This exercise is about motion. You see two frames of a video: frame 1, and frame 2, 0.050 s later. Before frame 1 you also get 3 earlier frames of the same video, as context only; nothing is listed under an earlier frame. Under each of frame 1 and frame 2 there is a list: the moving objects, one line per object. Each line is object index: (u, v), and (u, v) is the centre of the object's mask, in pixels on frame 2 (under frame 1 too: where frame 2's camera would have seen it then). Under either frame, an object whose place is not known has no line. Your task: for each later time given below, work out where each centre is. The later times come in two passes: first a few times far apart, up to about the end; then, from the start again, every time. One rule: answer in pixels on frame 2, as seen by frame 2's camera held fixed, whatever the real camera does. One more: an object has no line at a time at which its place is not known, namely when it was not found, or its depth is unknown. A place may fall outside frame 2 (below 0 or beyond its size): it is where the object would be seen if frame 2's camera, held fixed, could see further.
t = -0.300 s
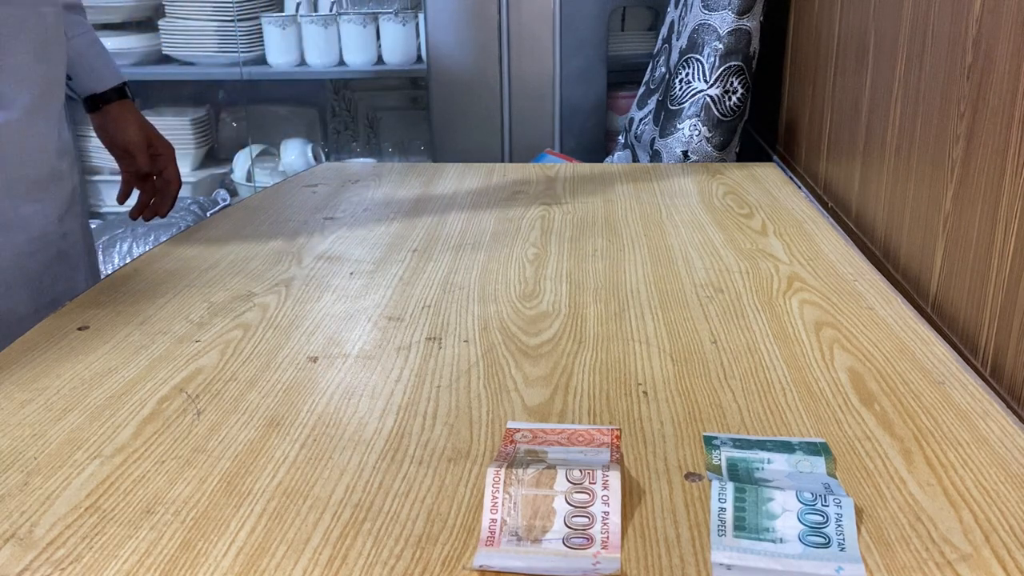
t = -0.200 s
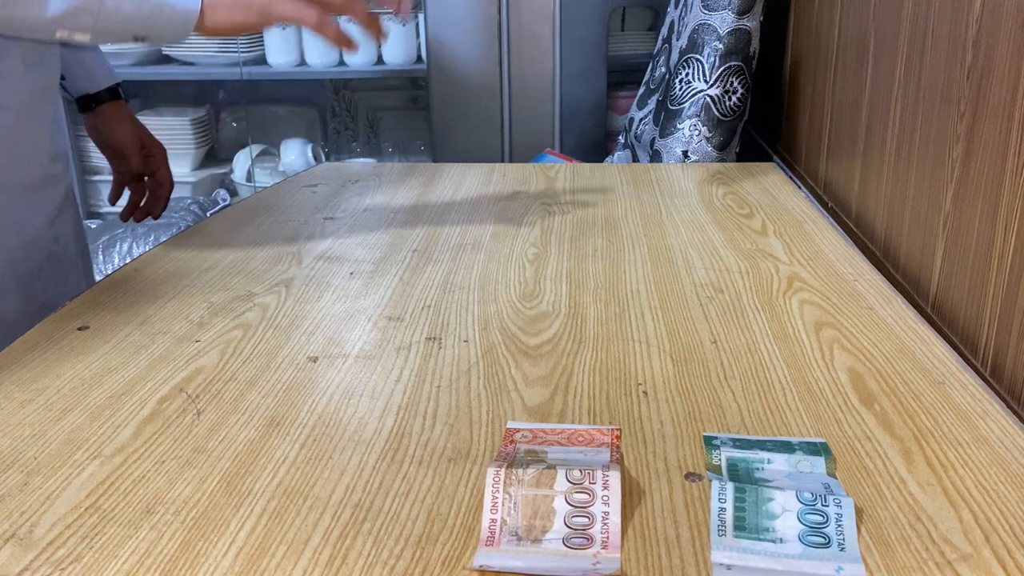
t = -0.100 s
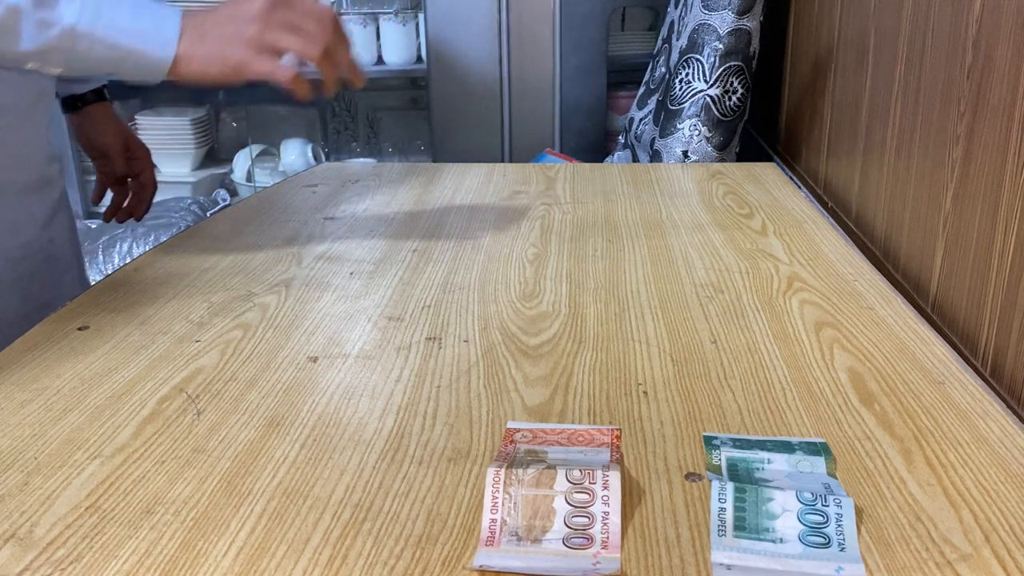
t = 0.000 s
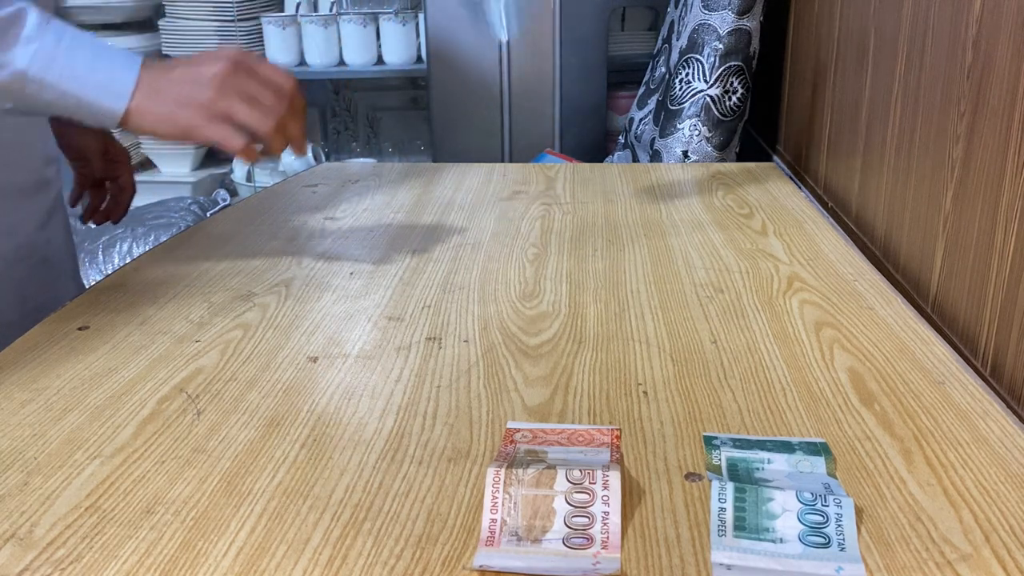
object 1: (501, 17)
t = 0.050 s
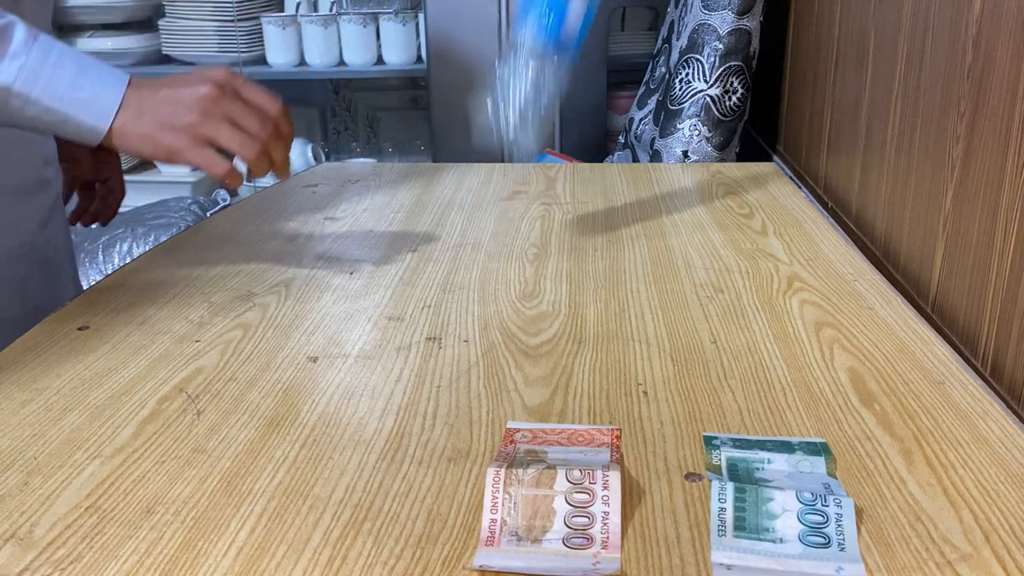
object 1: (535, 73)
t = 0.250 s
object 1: (460, 161)
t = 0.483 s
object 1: (390, 258)
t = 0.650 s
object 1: (384, 258)
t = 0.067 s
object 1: (535, 97)
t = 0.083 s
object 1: (533, 136)
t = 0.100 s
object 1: (523, 144)
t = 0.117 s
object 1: (510, 147)
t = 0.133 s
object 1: (503, 145)
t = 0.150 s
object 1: (497, 146)
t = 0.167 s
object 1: (492, 147)
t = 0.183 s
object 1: (486, 148)
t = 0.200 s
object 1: (481, 152)
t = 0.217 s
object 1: (474, 154)
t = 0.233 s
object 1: (468, 158)
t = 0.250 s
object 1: (460, 161)
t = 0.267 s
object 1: (451, 165)
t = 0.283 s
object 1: (442, 171)
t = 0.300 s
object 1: (433, 179)
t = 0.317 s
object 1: (425, 192)
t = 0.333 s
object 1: (418, 208)
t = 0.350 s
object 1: (405, 226)
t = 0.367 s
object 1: (401, 250)
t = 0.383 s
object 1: (400, 257)
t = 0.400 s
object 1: (397, 256)
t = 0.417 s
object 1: (392, 258)
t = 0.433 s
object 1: (391, 257)
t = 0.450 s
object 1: (390, 258)
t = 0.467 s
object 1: (390, 258)
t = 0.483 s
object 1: (390, 258)
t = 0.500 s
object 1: (390, 258)
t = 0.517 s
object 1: (390, 258)
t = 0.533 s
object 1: (390, 258)
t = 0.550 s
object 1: (390, 258)
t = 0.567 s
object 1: (389, 258)
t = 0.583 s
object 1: (387, 258)
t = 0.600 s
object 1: (386, 258)
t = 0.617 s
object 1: (385, 258)
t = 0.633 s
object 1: (384, 258)
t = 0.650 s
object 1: (384, 258)
